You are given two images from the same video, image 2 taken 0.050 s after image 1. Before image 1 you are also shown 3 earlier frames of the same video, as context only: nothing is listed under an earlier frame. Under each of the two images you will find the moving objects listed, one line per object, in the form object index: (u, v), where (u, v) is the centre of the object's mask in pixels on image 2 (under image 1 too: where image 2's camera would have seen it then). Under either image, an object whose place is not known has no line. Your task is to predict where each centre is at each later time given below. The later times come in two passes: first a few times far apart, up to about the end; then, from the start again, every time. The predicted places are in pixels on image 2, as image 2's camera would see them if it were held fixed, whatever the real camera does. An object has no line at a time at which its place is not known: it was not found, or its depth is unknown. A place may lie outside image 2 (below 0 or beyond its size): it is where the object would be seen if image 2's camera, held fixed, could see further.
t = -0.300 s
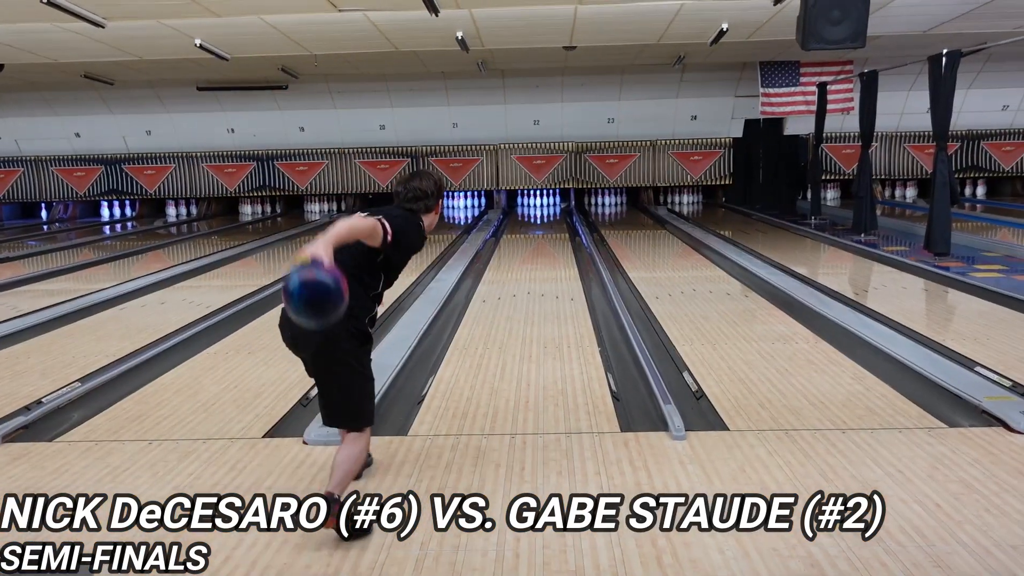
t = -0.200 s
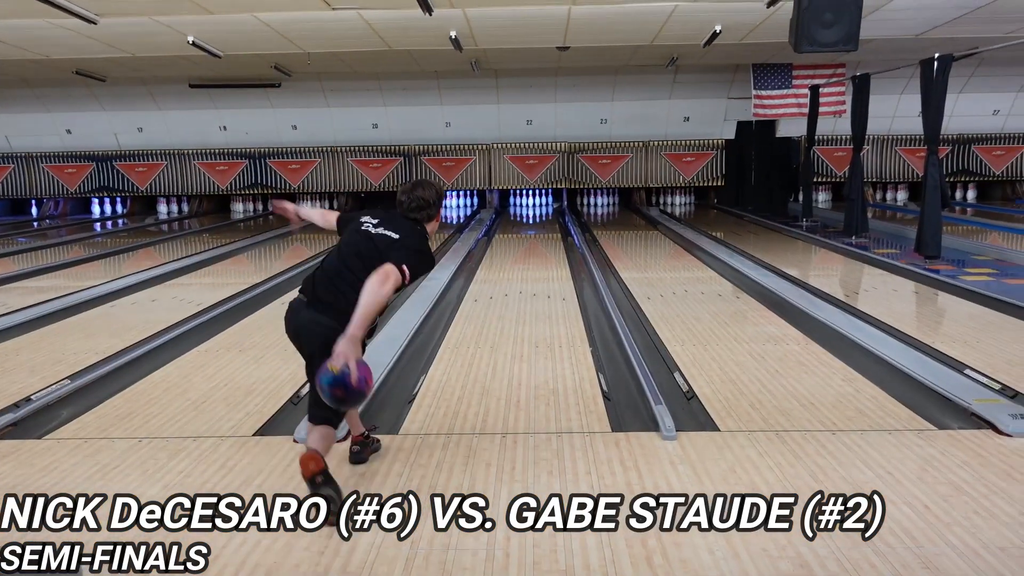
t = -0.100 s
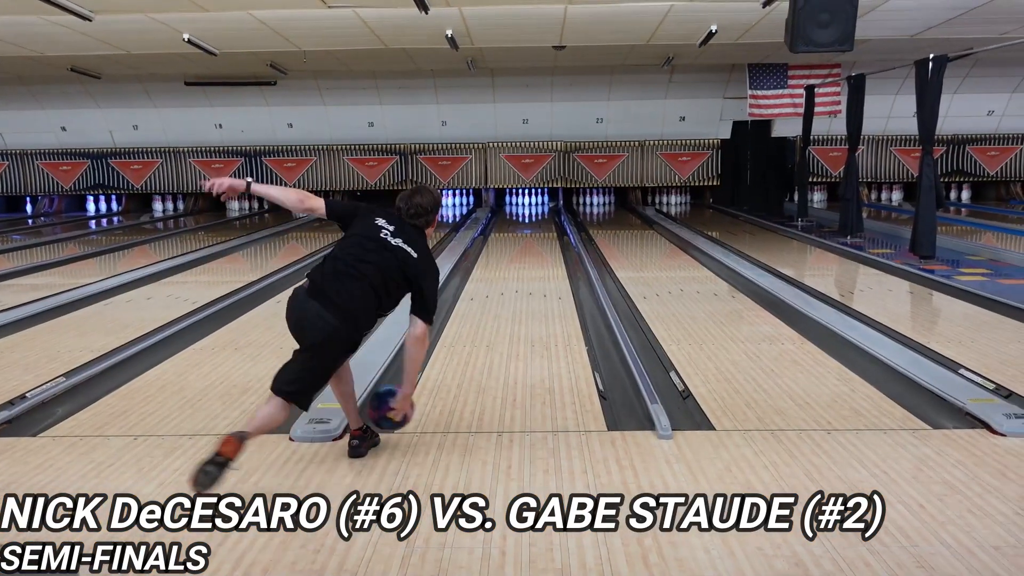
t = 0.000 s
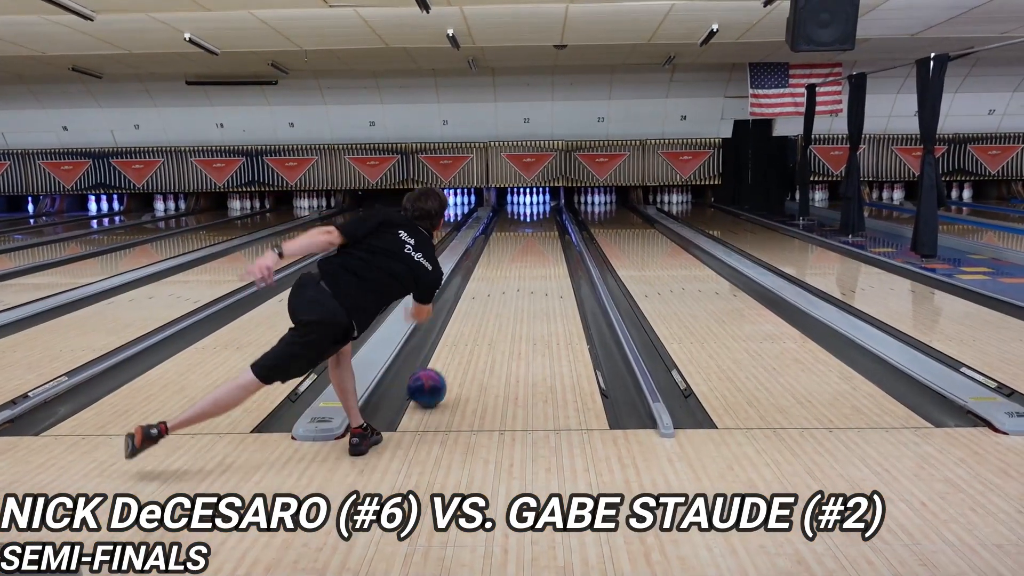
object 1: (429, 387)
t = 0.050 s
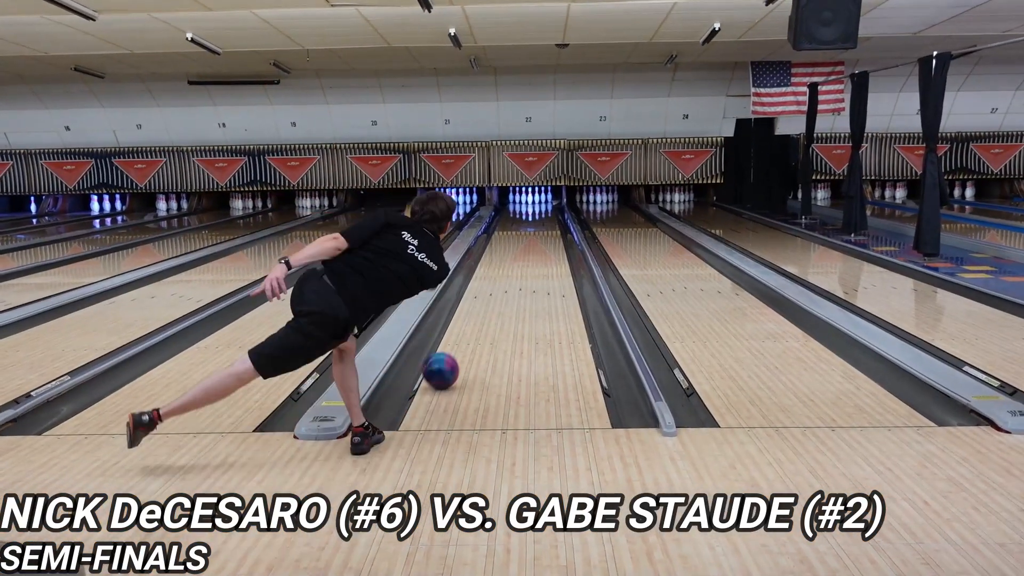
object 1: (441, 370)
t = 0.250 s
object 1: (474, 323)
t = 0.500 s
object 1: (498, 286)
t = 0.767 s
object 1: (516, 261)
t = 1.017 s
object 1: (526, 244)
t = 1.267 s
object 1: (533, 231)
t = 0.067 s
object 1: (444, 365)
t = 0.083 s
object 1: (447, 361)
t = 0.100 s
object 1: (451, 356)
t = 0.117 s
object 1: (454, 352)
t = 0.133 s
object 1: (456, 348)
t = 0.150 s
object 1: (459, 344)
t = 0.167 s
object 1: (462, 340)
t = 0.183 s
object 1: (464, 336)
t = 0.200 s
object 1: (467, 333)
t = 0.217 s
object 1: (469, 329)
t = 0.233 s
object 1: (471, 326)
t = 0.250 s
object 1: (474, 323)
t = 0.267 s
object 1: (476, 320)
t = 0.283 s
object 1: (478, 317)
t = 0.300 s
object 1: (480, 314)
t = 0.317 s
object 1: (482, 311)
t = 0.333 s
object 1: (483, 309)
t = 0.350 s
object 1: (485, 306)
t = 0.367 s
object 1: (487, 304)
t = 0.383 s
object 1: (489, 301)
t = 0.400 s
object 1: (490, 299)
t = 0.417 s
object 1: (492, 297)
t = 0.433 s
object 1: (493, 294)
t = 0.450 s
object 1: (494, 292)
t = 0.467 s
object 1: (496, 290)
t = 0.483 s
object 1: (497, 288)
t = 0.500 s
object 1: (498, 286)
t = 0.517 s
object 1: (500, 284)
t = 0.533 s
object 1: (501, 282)
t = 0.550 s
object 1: (502, 280)
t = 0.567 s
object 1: (503, 278)
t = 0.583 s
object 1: (504, 277)
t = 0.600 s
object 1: (505, 275)
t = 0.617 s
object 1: (507, 274)
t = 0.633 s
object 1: (508, 272)
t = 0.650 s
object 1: (509, 271)
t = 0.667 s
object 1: (510, 269)
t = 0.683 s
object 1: (511, 268)
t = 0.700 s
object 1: (512, 267)
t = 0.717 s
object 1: (513, 265)
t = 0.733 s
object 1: (514, 264)
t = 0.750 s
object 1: (515, 263)
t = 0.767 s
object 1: (516, 261)
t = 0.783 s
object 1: (516, 260)
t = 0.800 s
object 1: (517, 259)
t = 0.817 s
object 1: (518, 257)
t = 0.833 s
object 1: (519, 256)
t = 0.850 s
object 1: (520, 255)
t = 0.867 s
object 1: (520, 254)
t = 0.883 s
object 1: (521, 253)
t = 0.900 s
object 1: (522, 251)
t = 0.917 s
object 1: (522, 250)
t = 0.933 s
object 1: (523, 249)
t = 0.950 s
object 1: (524, 248)
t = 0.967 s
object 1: (524, 247)
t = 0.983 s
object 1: (525, 246)
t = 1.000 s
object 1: (526, 245)
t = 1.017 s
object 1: (526, 244)
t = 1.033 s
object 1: (527, 244)
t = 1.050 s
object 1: (527, 243)
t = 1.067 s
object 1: (528, 242)
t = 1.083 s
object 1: (528, 241)
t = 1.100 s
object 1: (529, 240)
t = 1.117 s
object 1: (529, 239)
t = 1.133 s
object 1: (529, 238)
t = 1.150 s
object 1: (530, 237)
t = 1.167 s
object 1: (530, 236)
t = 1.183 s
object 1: (531, 236)
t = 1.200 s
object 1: (531, 234)
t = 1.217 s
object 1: (532, 234)
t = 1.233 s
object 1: (532, 233)
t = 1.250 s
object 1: (532, 232)
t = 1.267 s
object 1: (533, 231)
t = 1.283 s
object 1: (533, 230)
